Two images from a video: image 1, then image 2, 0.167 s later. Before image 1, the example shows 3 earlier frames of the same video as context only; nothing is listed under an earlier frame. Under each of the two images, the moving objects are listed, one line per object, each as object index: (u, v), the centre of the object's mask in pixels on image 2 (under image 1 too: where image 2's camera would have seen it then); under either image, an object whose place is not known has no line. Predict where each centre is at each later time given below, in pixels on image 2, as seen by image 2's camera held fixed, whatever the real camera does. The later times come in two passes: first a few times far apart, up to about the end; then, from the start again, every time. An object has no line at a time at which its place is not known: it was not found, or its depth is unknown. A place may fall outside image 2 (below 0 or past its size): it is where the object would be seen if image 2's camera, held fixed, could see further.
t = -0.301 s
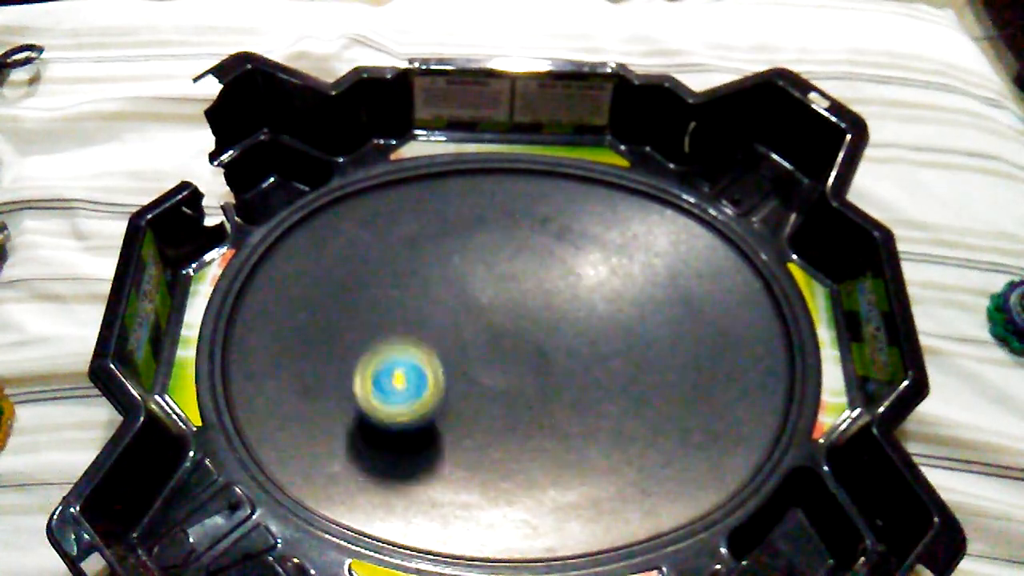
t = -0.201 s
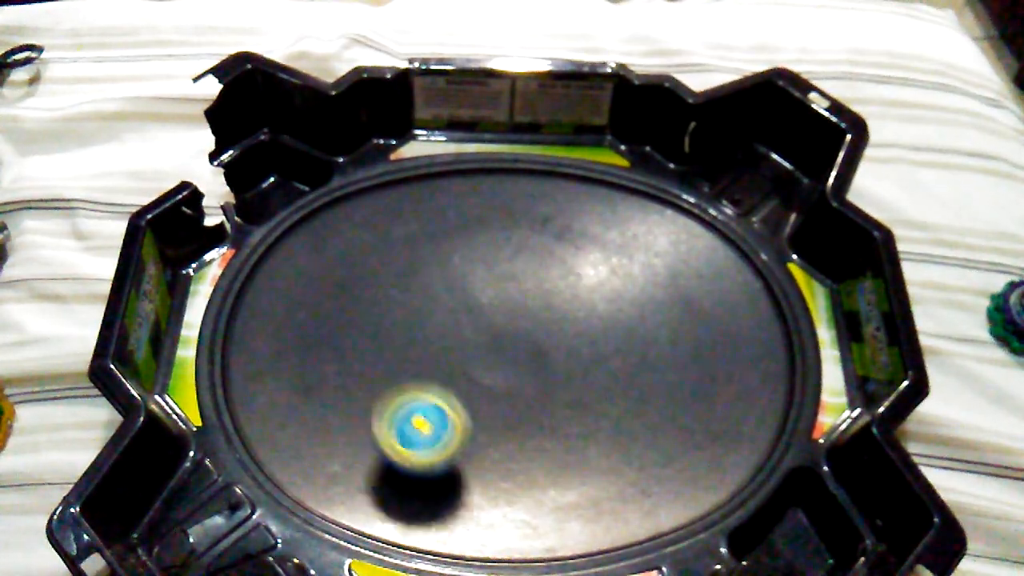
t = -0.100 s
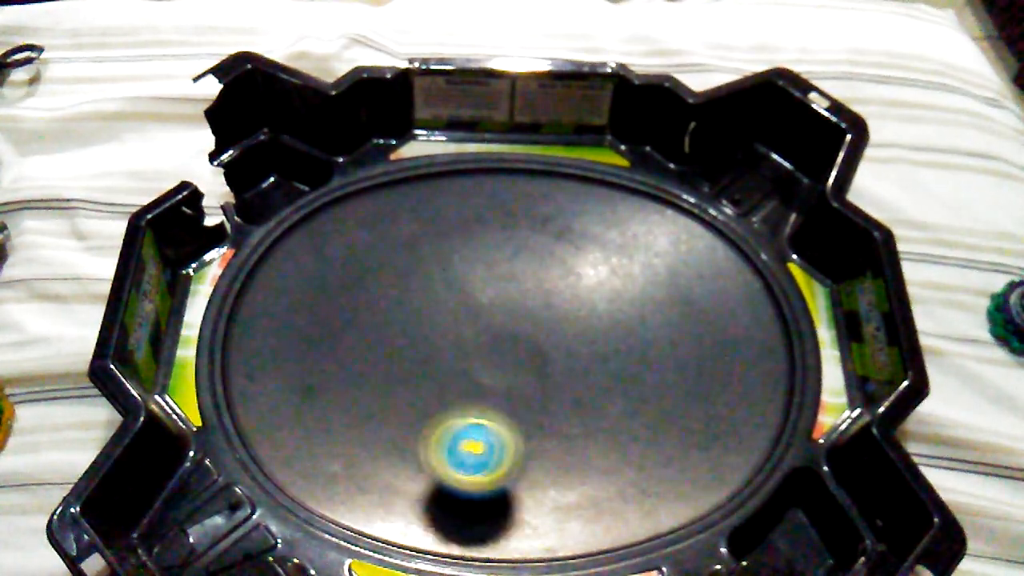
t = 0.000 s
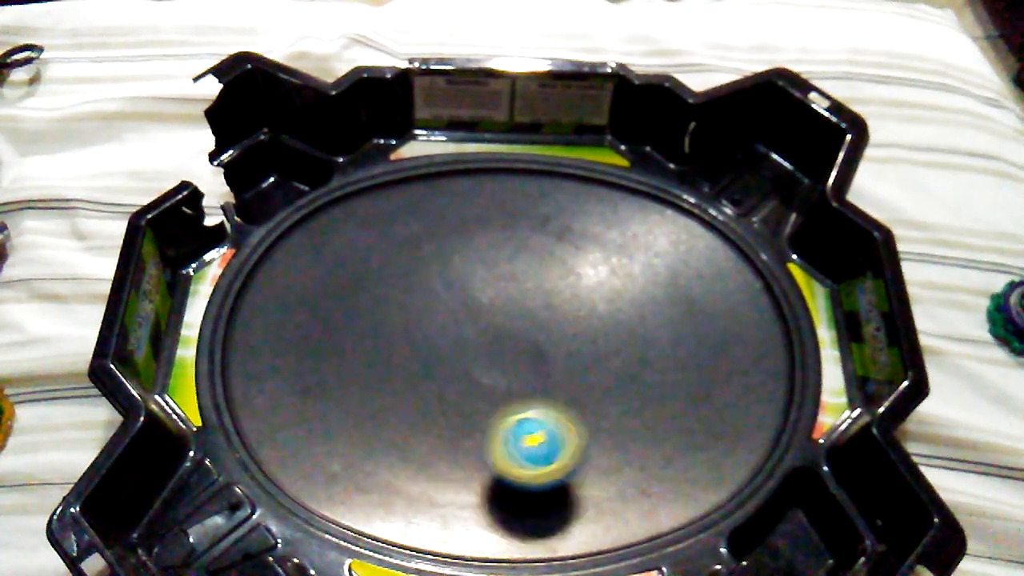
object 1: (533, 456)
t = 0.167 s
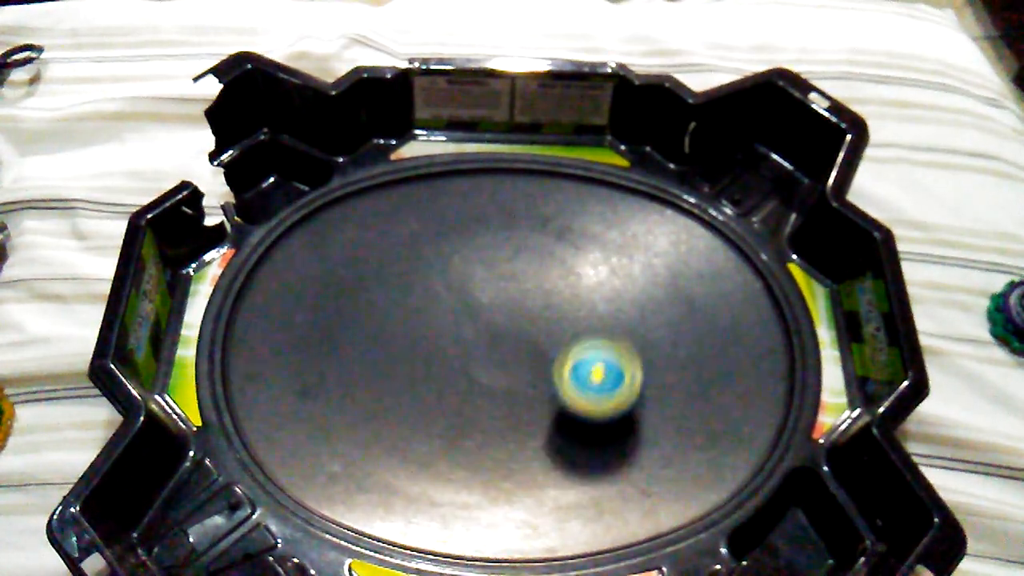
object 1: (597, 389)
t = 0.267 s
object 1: (588, 340)
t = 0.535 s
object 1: (461, 294)
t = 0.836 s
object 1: (390, 402)
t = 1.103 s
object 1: (532, 431)
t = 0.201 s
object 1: (599, 375)
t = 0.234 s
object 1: (595, 357)
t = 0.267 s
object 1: (588, 340)
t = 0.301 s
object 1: (579, 327)
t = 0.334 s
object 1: (566, 316)
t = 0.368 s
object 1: (550, 307)
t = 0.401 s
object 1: (533, 301)
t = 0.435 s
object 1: (517, 295)
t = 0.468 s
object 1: (497, 291)
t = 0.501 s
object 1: (479, 292)
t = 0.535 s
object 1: (461, 294)
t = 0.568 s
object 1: (443, 300)
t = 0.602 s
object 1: (427, 306)
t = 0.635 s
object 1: (413, 315)
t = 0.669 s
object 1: (400, 327)
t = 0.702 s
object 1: (389, 340)
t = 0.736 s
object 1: (383, 356)
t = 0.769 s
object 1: (380, 369)
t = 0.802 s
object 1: (383, 386)
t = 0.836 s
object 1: (390, 402)
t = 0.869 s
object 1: (400, 414)
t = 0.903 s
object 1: (416, 426)
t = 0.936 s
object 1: (433, 434)
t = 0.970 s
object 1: (451, 439)
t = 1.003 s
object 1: (472, 442)
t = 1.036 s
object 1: (493, 441)
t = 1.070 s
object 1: (514, 436)
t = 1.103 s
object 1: (532, 431)
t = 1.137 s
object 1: (549, 421)
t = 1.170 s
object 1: (563, 409)
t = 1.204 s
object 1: (574, 395)
